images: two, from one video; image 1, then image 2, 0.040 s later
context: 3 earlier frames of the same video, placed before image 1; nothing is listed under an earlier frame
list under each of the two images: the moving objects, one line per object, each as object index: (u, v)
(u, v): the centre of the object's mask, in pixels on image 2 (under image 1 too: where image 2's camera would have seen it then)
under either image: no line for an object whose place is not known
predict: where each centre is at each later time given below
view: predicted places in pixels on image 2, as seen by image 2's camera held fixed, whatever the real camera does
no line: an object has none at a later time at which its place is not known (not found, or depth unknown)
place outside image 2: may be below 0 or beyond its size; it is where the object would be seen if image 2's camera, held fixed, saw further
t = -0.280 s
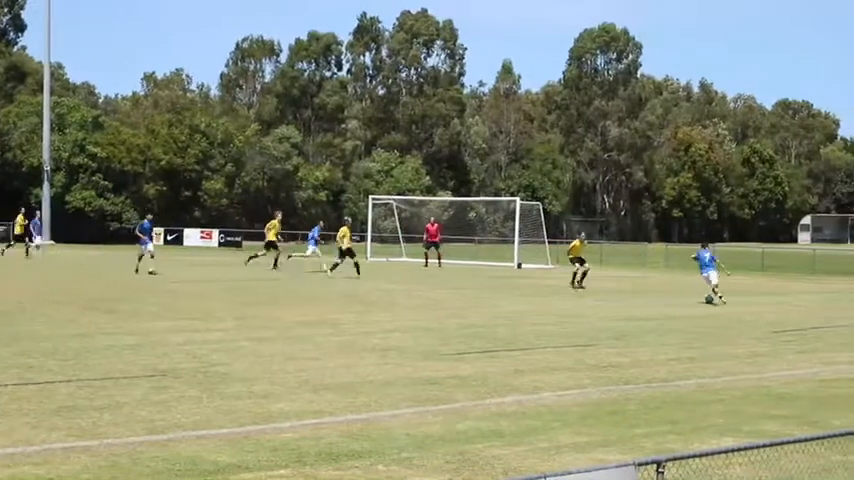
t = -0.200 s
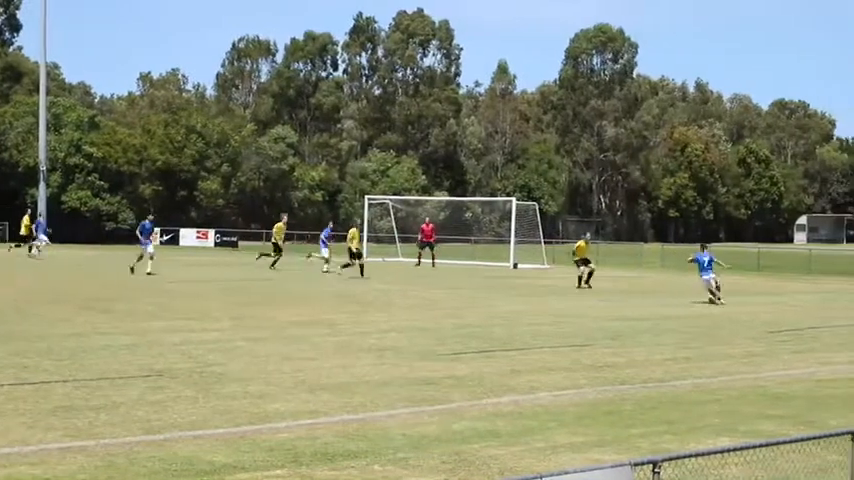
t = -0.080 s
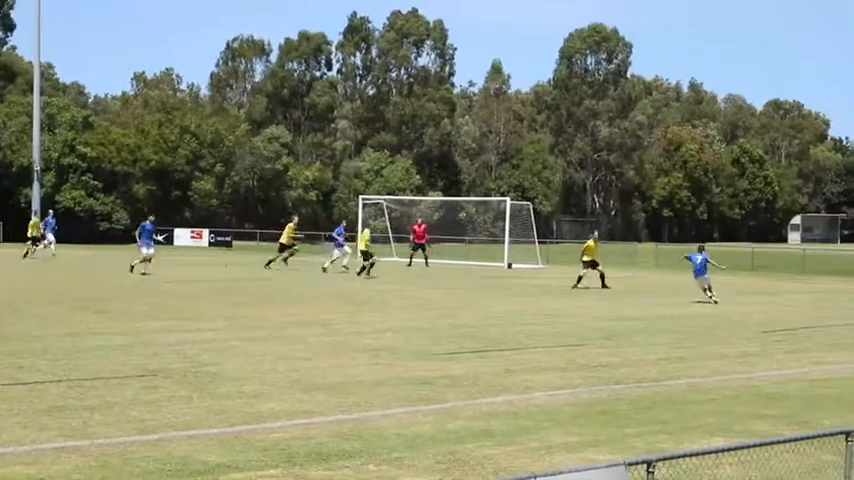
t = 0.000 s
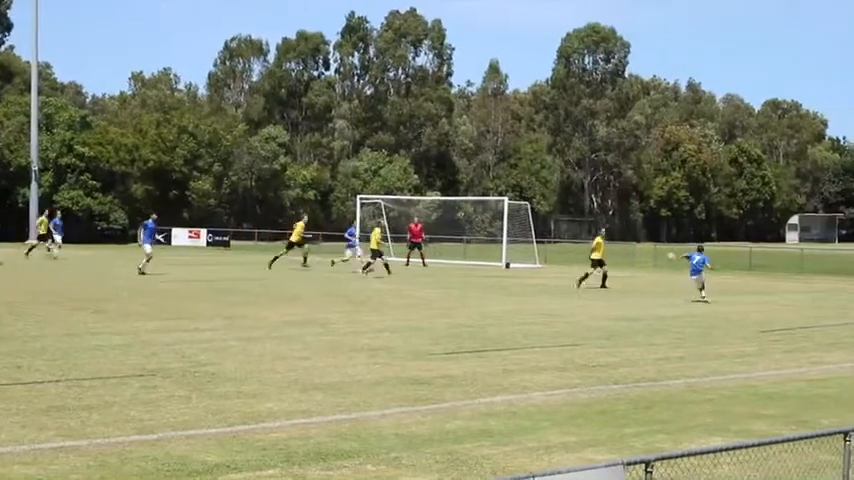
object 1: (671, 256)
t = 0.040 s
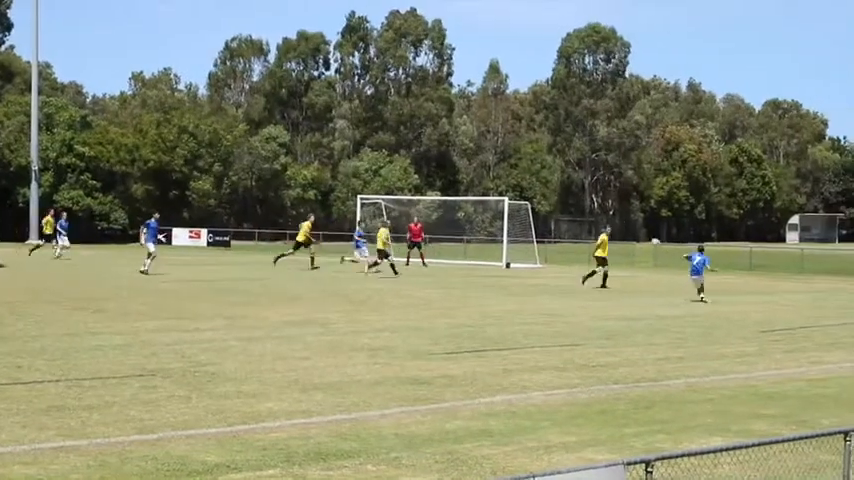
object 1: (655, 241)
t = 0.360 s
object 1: (551, 161)
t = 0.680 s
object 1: (472, 121)
